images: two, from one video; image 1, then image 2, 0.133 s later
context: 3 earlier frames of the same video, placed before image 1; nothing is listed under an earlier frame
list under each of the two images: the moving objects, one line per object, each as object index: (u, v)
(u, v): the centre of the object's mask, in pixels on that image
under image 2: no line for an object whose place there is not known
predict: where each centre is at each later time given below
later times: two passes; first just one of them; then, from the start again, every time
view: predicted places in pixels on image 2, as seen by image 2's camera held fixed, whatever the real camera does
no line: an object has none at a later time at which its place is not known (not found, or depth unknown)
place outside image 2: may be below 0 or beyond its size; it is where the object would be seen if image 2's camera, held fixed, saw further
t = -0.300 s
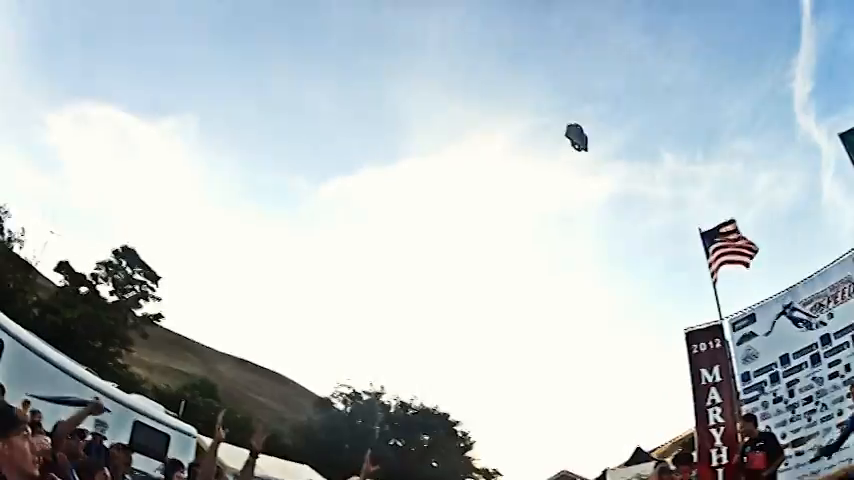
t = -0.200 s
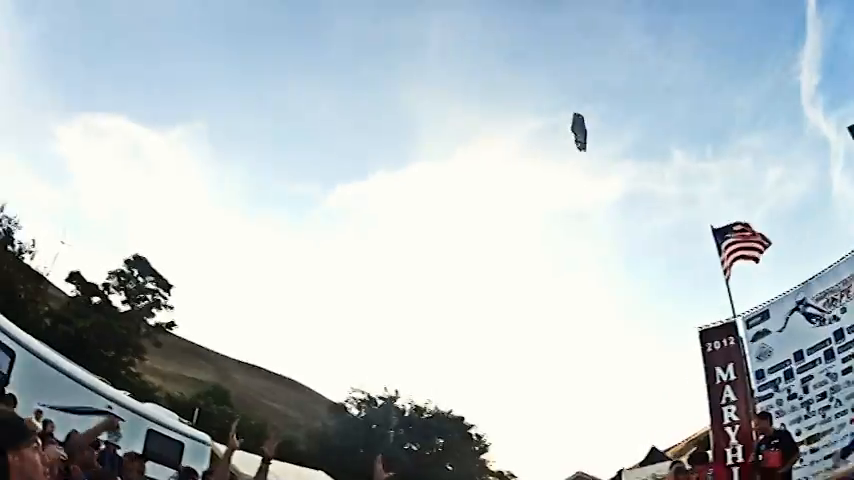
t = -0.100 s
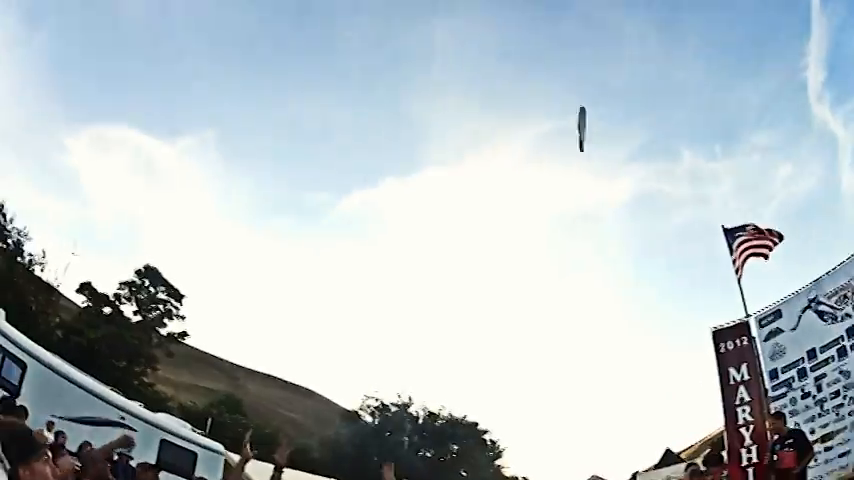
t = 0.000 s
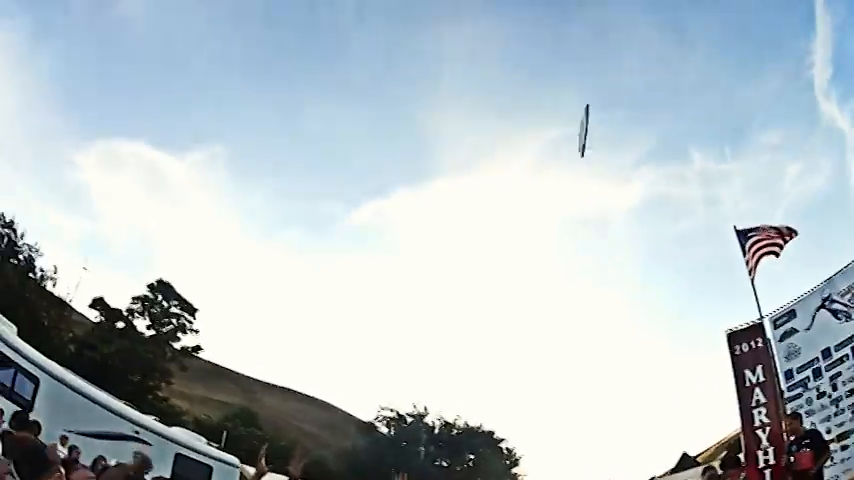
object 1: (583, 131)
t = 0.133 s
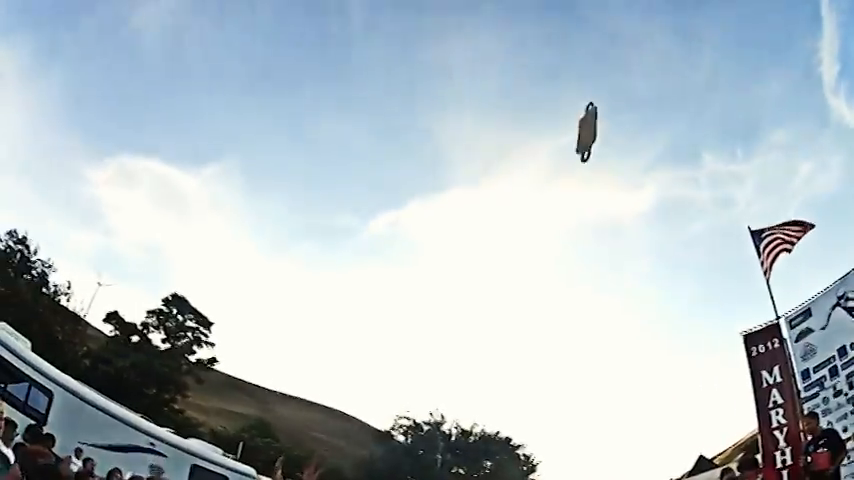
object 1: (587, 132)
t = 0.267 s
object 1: (585, 132)
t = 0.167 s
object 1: (586, 132)
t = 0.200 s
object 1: (586, 132)
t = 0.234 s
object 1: (586, 132)
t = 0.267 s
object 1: (585, 132)
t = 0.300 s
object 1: (585, 131)
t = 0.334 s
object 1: (584, 130)
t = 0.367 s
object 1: (583, 129)
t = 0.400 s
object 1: (582, 127)
